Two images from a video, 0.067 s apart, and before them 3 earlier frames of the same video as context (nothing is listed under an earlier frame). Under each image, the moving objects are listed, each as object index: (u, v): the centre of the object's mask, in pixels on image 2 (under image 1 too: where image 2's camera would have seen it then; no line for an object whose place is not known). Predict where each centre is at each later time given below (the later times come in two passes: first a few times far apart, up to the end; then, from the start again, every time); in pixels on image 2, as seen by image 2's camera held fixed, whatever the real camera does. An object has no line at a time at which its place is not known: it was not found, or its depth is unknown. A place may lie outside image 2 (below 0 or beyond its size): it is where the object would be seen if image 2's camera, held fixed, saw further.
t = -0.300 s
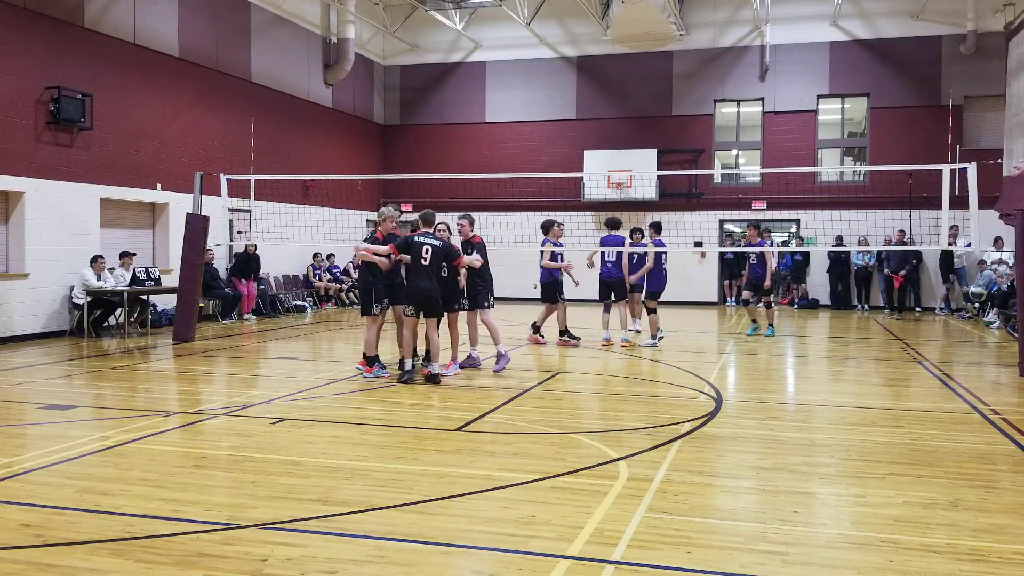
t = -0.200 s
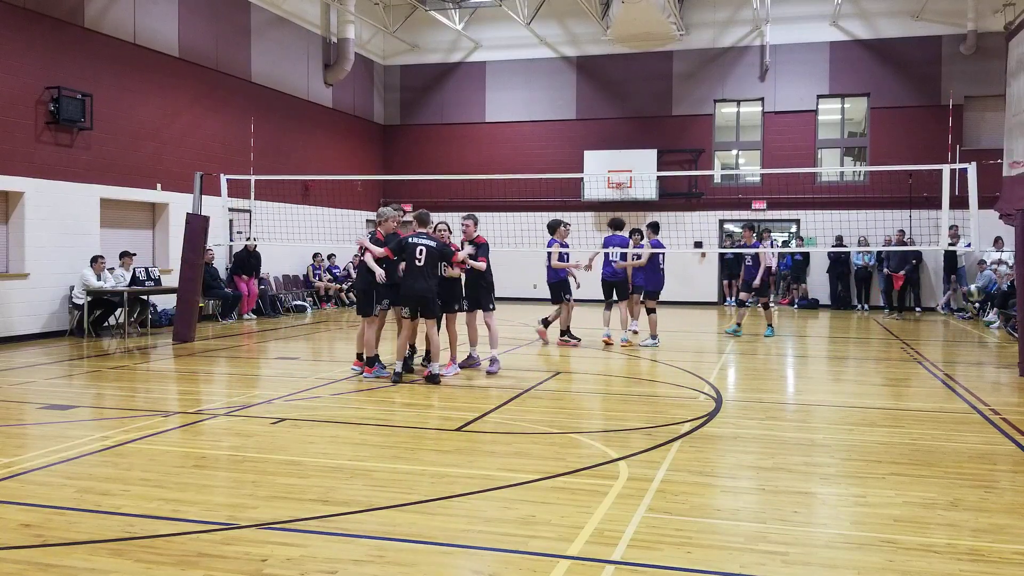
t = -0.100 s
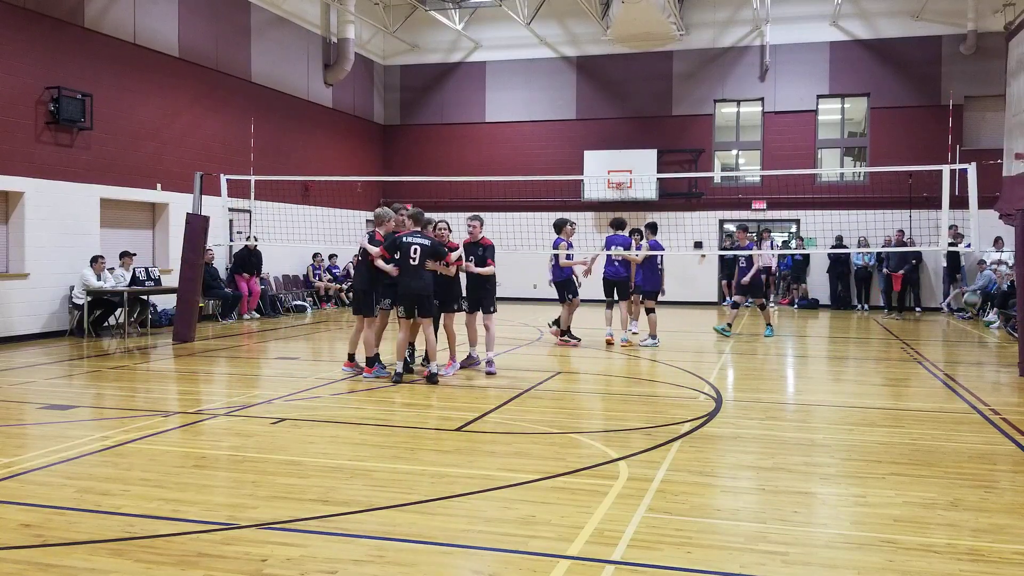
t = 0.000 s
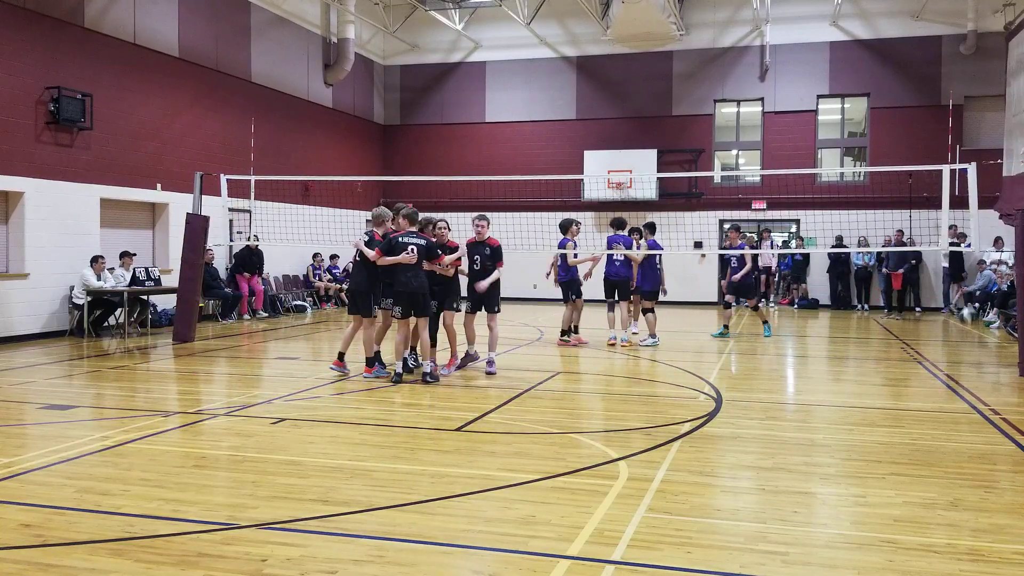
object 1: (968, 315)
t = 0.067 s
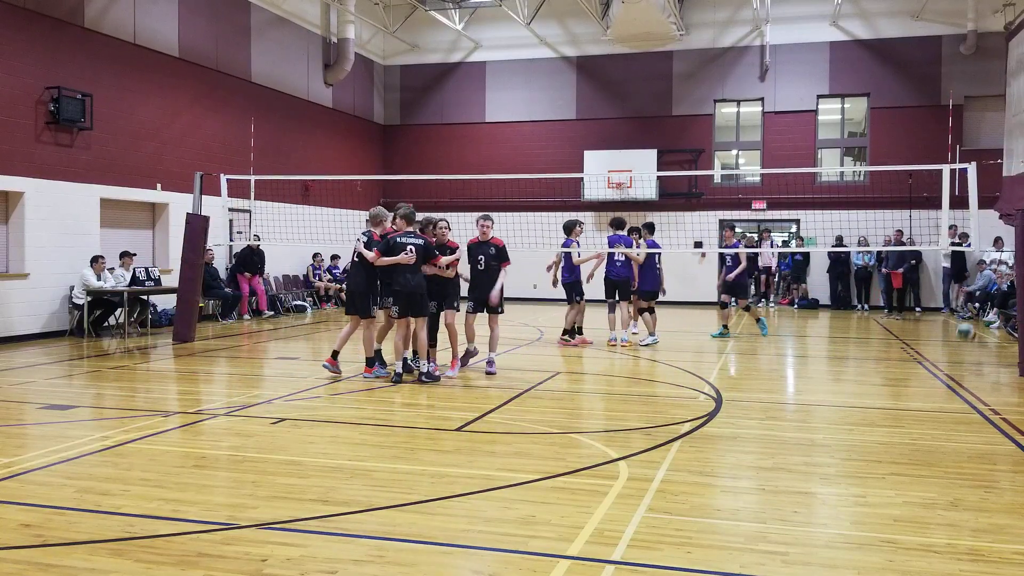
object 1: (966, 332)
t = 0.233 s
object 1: (960, 352)
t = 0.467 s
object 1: (951, 326)
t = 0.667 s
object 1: (942, 342)
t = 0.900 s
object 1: (931, 374)
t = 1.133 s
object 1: (918, 359)
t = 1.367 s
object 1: (903, 407)
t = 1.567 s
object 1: (890, 392)
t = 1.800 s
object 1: (872, 430)
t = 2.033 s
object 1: (853, 426)
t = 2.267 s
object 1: (829, 446)
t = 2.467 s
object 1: (808, 471)
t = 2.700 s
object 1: (777, 492)
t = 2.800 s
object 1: (760, 508)
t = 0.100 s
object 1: (964, 342)
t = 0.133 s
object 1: (963, 352)
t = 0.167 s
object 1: (962, 365)
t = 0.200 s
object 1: (961, 359)
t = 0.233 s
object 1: (960, 352)
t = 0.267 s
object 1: (959, 345)
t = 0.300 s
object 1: (957, 340)
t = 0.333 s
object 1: (956, 335)
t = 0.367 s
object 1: (955, 332)
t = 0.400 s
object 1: (954, 328)
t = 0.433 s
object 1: (953, 326)
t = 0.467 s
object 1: (951, 326)
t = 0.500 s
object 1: (950, 325)
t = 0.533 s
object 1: (949, 326)
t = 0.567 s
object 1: (947, 329)
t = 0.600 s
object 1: (945, 332)
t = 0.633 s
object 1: (944, 336)
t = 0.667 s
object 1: (942, 342)
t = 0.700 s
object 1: (941, 349)
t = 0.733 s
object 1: (939, 356)
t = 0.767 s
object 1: (937, 366)
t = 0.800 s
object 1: (936, 377)
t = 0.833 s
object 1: (933, 387)
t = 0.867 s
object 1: (932, 379)
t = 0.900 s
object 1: (931, 374)
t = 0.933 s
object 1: (929, 368)
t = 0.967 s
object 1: (927, 363)
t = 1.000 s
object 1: (926, 360)
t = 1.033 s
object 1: (924, 358)
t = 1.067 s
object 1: (922, 357)
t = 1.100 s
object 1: (920, 358)
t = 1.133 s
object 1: (918, 359)
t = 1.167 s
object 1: (916, 361)
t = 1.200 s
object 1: (915, 365)
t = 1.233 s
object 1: (912, 370)
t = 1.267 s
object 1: (909, 377)
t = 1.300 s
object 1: (908, 386)
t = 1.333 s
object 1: (905, 395)
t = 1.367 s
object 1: (903, 407)
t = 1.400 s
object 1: (900, 405)
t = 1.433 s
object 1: (899, 399)
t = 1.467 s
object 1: (896, 396)
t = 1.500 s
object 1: (894, 393)
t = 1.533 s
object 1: (892, 392)
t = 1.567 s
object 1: (890, 392)
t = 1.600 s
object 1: (887, 393)
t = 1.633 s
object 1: (885, 396)
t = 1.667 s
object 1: (883, 400)
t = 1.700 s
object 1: (880, 406)
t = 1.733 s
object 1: (877, 413)
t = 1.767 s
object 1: (875, 422)
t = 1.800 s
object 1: (872, 430)
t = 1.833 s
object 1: (870, 425)
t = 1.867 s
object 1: (867, 421)
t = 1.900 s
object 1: (864, 419)
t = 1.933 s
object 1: (862, 418)
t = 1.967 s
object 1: (859, 419)
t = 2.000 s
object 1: (855, 422)
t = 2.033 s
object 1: (853, 426)
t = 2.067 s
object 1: (849, 431)
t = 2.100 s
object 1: (846, 439)
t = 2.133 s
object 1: (843, 449)
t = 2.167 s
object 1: (840, 450)
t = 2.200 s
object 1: (836, 447)
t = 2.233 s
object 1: (833, 446)
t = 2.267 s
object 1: (829, 446)
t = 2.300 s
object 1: (826, 449)
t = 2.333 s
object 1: (822, 453)
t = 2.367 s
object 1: (819, 459)
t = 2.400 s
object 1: (816, 467)
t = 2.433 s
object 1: (812, 473)
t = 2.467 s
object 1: (808, 471)
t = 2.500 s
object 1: (803, 471)
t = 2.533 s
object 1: (799, 474)
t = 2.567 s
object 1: (795, 479)
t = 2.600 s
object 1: (791, 486)
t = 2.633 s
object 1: (786, 492)
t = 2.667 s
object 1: (782, 491)
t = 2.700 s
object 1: (777, 492)
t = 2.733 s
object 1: (771, 496)
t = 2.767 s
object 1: (766, 504)
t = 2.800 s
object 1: (760, 508)
